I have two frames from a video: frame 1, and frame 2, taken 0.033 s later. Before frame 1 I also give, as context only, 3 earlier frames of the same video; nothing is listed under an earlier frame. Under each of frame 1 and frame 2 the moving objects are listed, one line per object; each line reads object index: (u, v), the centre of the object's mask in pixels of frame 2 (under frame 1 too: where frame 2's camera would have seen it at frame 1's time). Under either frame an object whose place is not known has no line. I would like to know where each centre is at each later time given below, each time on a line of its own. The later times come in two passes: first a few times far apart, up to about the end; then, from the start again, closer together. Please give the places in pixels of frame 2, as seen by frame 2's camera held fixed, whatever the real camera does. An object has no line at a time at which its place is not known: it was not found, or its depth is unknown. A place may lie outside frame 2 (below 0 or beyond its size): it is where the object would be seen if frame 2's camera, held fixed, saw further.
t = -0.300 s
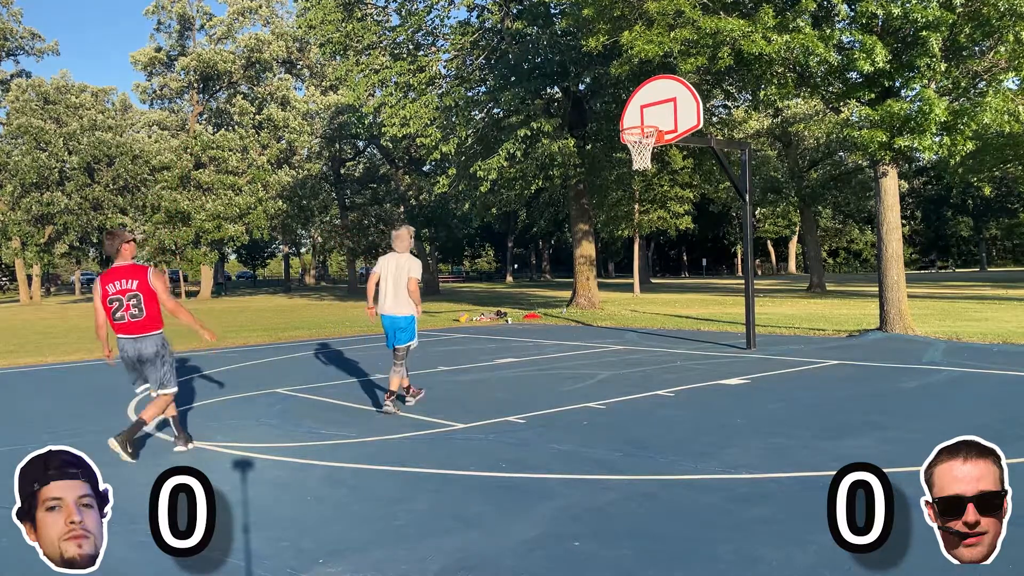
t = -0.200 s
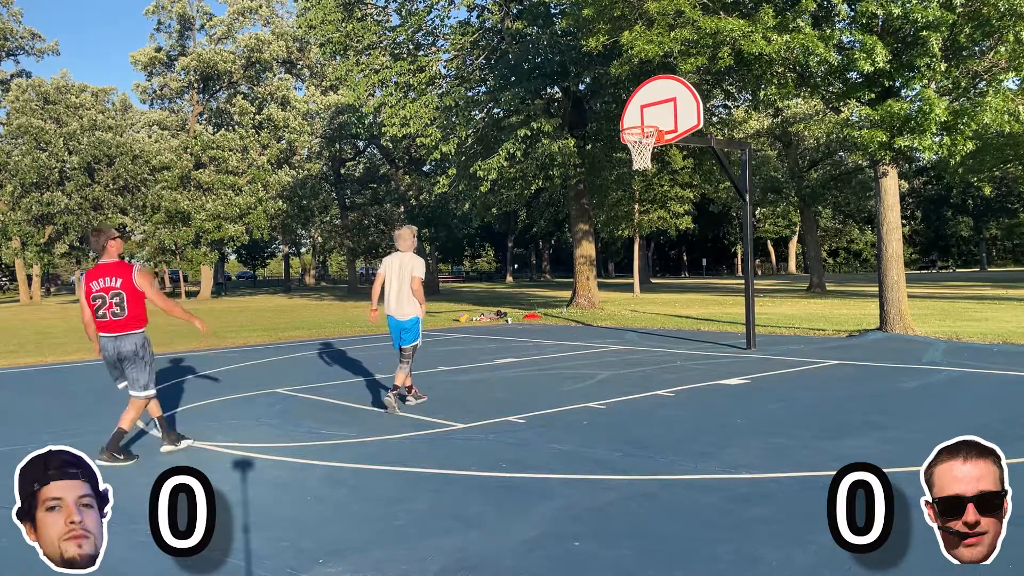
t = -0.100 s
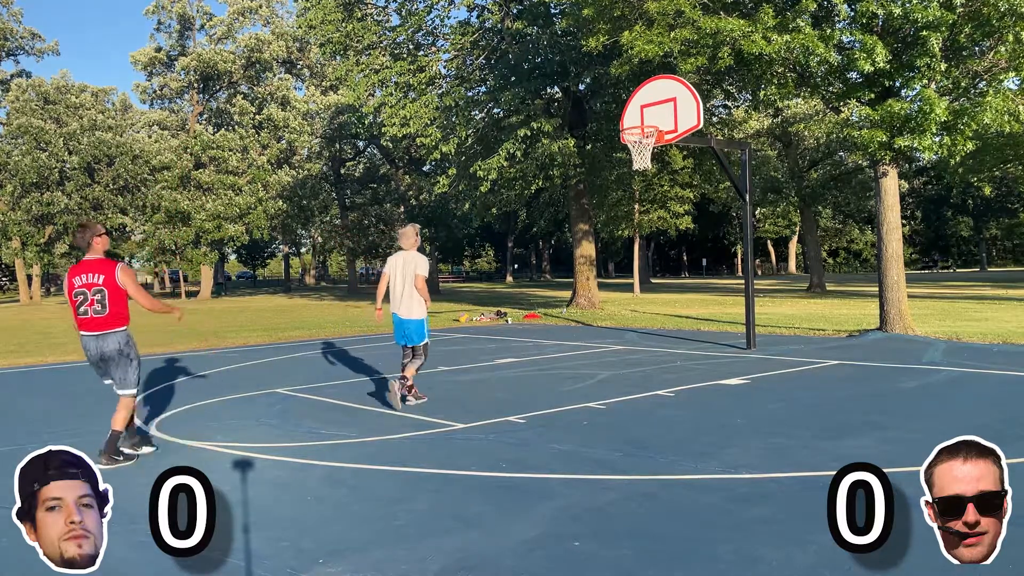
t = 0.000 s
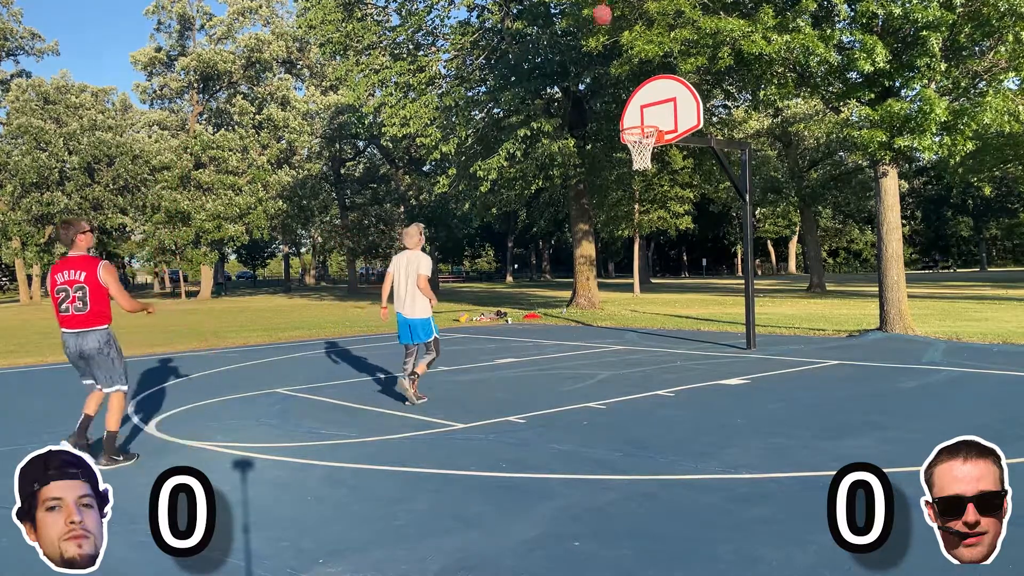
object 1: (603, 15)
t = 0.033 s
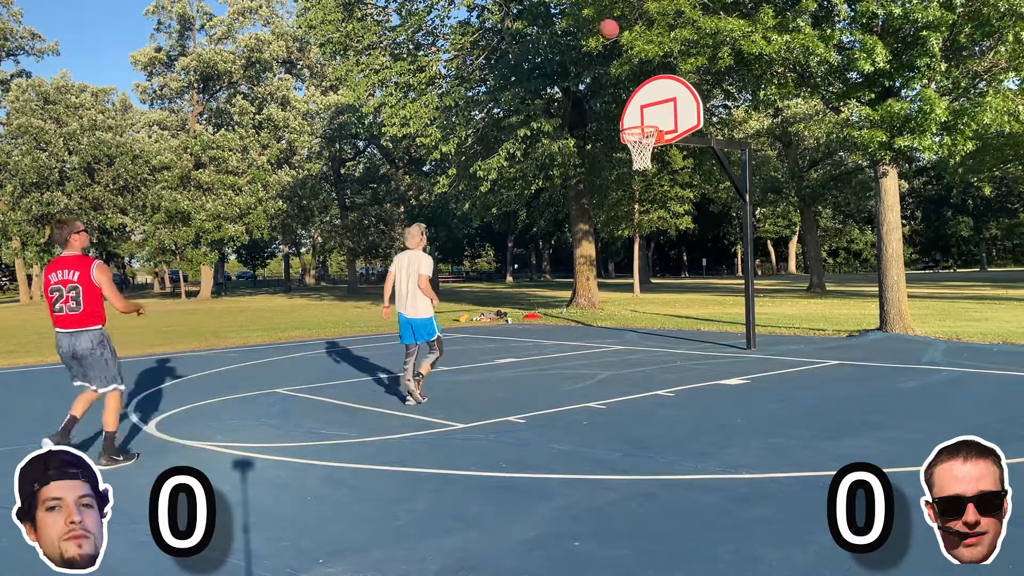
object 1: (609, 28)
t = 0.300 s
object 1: (624, 137)
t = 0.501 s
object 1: (658, 151)
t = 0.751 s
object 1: (660, 164)
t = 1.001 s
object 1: (663, 228)
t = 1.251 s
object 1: (666, 335)
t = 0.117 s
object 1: (627, 67)
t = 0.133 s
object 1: (629, 75)
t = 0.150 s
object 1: (632, 83)
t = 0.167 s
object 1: (636, 91)
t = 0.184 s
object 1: (639, 100)
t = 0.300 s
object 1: (624, 137)
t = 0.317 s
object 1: (626, 139)
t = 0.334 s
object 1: (626, 140)
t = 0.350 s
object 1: (627, 141)
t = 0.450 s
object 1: (656, 153)
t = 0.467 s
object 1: (659, 151)
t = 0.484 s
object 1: (658, 151)
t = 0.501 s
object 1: (658, 151)
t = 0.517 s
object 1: (660, 150)
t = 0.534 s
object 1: (659, 149)
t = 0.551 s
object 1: (659, 149)
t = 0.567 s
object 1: (660, 149)
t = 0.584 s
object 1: (660, 150)
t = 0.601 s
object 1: (660, 150)
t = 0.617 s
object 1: (660, 150)
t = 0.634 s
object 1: (660, 151)
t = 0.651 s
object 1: (659, 152)
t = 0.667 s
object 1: (660, 153)
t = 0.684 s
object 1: (660, 155)
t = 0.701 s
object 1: (660, 157)
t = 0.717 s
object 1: (660, 159)
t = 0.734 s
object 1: (660, 162)
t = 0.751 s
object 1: (660, 164)
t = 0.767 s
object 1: (661, 167)
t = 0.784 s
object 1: (660, 170)
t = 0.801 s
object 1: (661, 173)
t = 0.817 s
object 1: (661, 177)
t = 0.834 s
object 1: (661, 181)
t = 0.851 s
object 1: (661, 185)
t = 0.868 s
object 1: (662, 188)
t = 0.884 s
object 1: (661, 192)
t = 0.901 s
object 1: (662, 197)
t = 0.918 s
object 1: (662, 201)
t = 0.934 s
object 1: (662, 207)
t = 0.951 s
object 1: (662, 212)
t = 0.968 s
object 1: (662, 217)
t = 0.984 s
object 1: (663, 222)
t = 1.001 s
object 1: (663, 228)
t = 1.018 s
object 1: (663, 234)
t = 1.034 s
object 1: (663, 240)
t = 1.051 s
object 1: (664, 246)
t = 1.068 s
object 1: (664, 253)
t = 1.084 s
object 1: (664, 260)
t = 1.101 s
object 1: (664, 267)
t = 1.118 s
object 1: (664, 273)
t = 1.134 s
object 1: (665, 281)
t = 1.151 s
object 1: (665, 288)
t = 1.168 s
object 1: (665, 296)
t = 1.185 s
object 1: (665, 303)
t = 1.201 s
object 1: (665, 311)
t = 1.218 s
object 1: (665, 320)
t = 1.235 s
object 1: (665, 327)
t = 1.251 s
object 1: (666, 335)
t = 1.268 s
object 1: (666, 344)
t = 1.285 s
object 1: (666, 353)
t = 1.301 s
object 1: (665, 349)
